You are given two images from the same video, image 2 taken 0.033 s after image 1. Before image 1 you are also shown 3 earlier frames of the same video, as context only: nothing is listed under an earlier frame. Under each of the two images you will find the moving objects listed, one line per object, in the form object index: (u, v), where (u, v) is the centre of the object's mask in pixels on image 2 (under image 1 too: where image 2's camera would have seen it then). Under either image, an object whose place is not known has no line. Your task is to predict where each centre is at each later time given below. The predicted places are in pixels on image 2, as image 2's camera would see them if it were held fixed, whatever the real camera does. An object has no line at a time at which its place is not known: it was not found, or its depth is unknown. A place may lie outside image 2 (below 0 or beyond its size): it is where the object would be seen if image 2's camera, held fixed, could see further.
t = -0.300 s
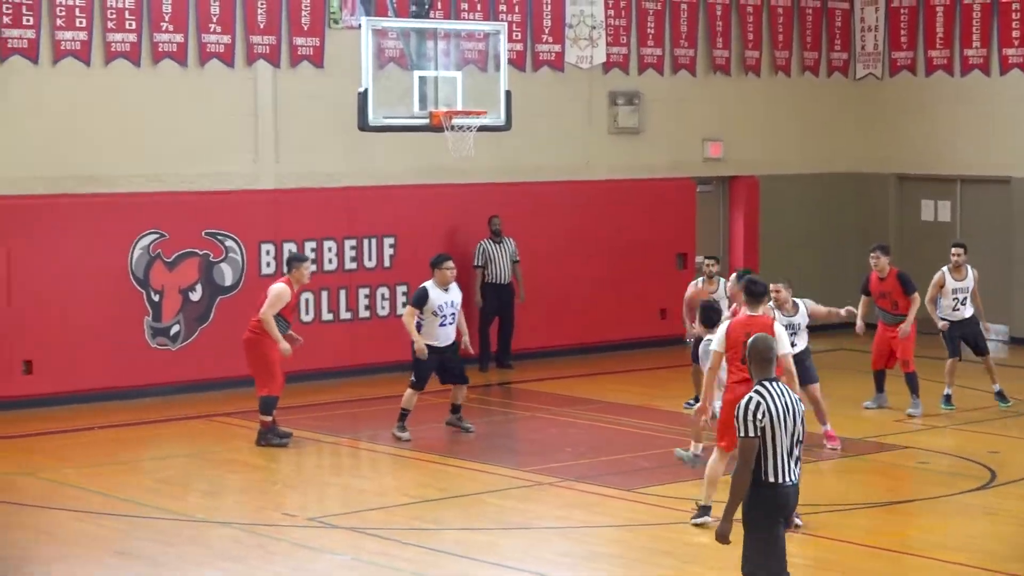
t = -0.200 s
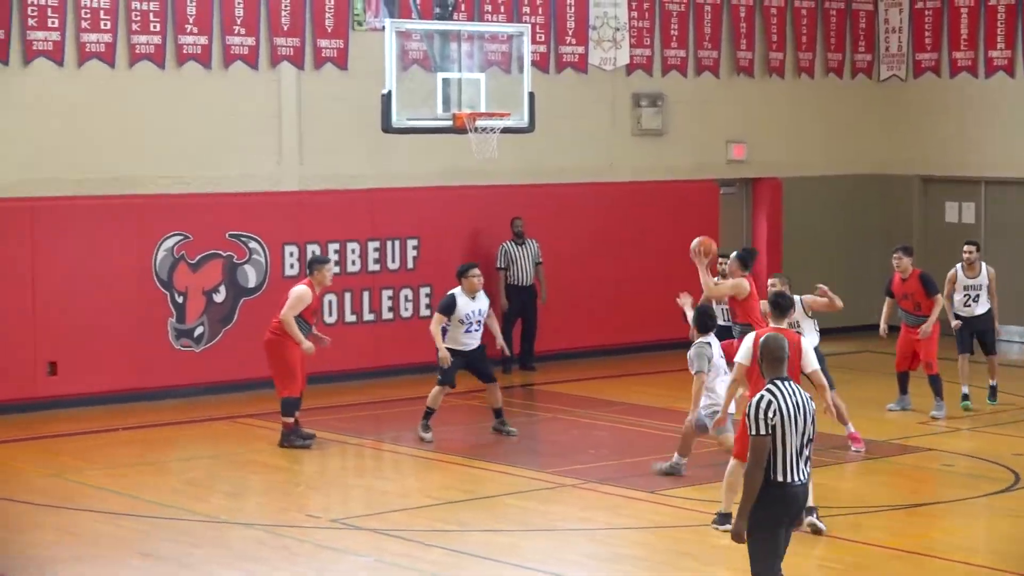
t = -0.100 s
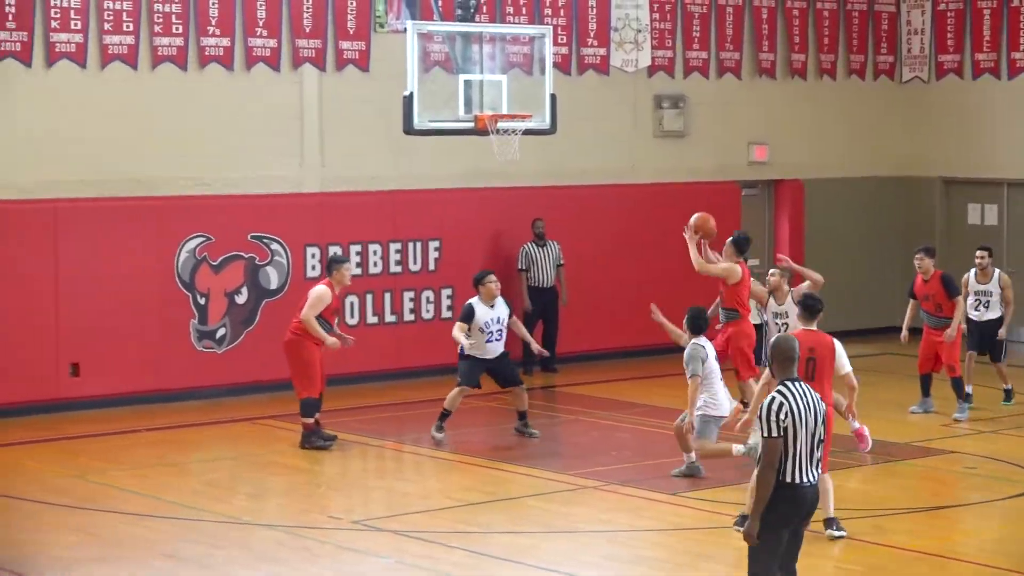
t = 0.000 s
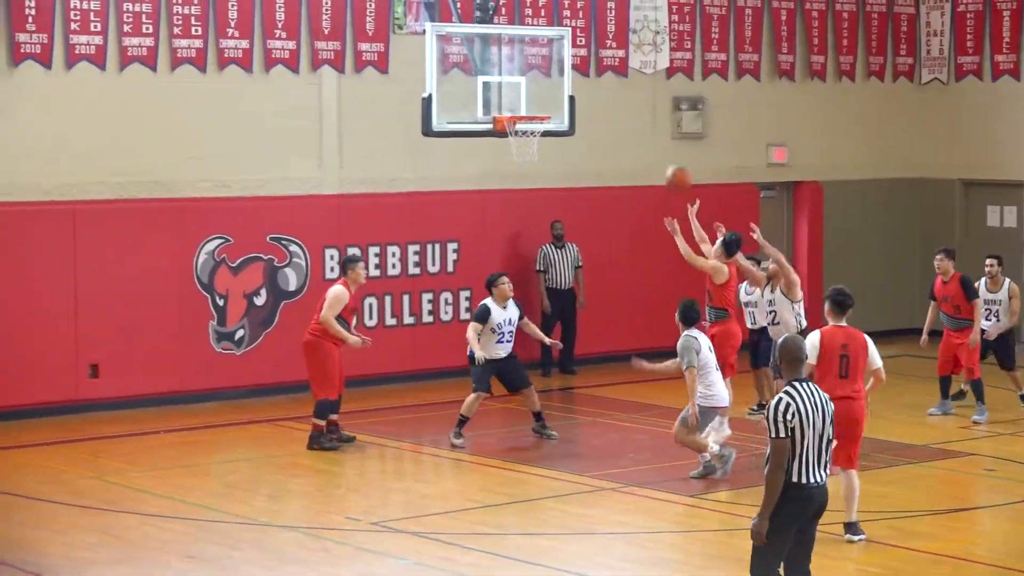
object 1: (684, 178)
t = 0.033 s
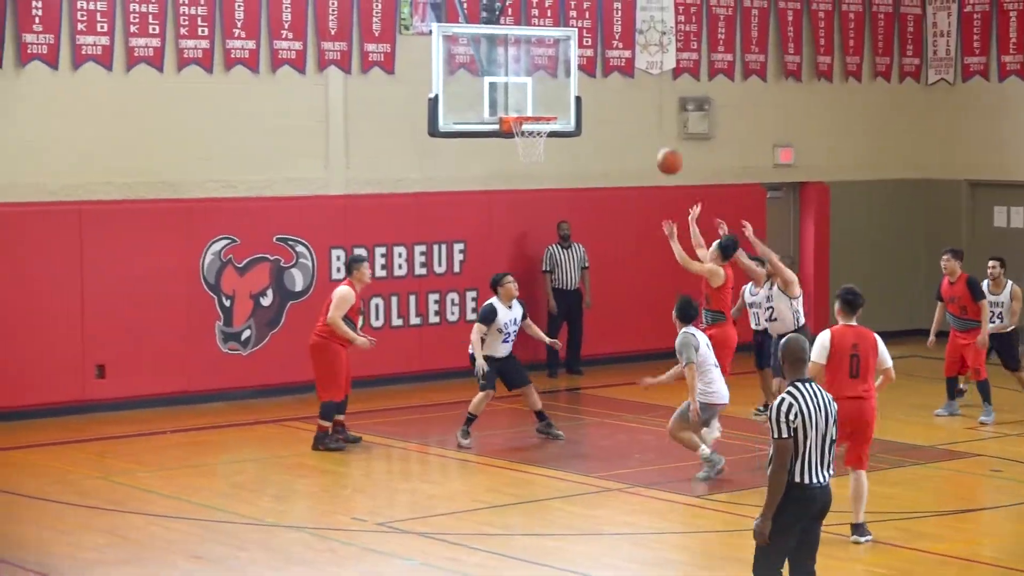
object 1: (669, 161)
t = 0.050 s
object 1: (661, 153)
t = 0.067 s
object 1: (654, 145)
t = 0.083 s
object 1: (647, 137)
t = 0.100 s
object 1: (639, 130)
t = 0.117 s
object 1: (632, 123)
